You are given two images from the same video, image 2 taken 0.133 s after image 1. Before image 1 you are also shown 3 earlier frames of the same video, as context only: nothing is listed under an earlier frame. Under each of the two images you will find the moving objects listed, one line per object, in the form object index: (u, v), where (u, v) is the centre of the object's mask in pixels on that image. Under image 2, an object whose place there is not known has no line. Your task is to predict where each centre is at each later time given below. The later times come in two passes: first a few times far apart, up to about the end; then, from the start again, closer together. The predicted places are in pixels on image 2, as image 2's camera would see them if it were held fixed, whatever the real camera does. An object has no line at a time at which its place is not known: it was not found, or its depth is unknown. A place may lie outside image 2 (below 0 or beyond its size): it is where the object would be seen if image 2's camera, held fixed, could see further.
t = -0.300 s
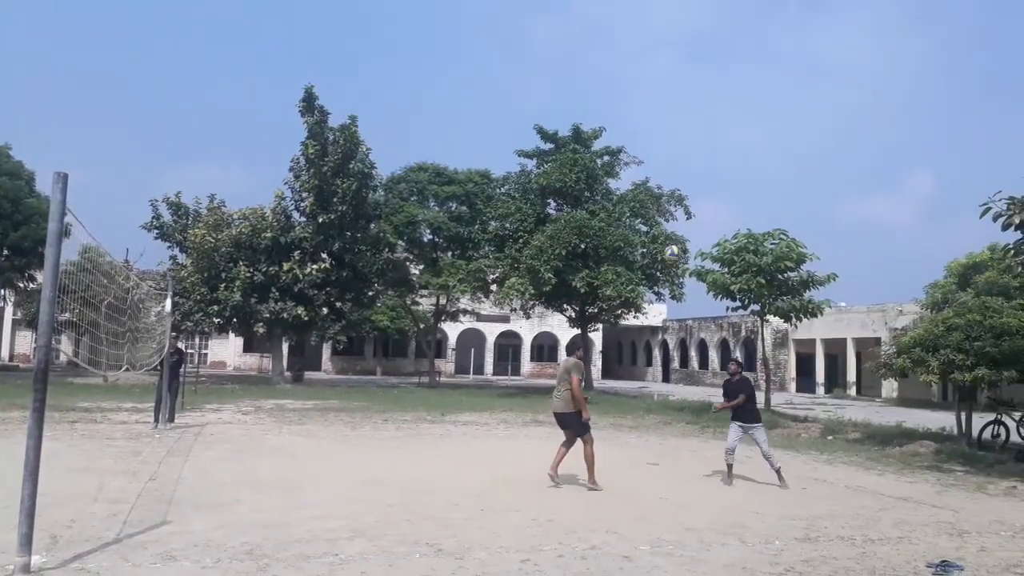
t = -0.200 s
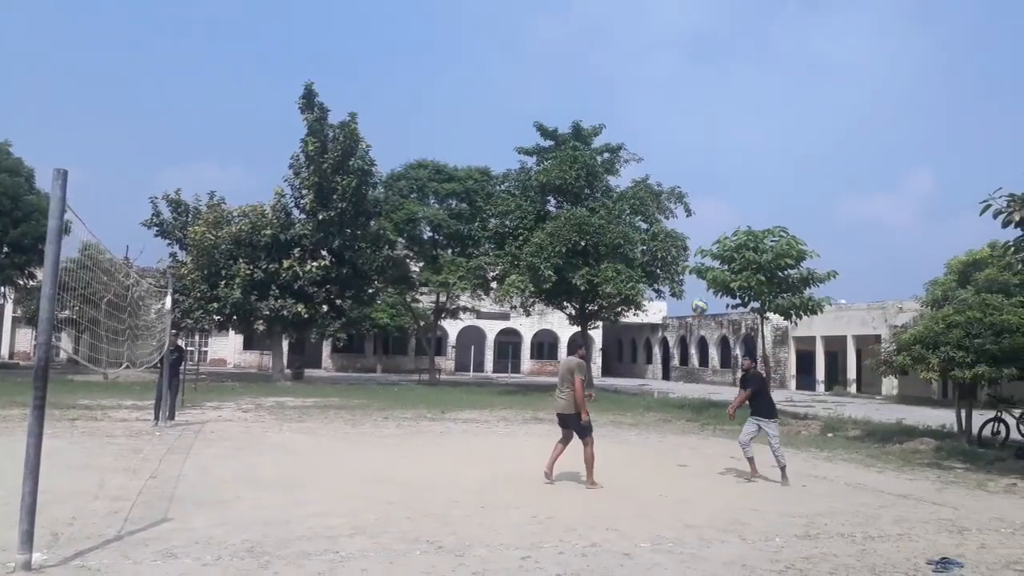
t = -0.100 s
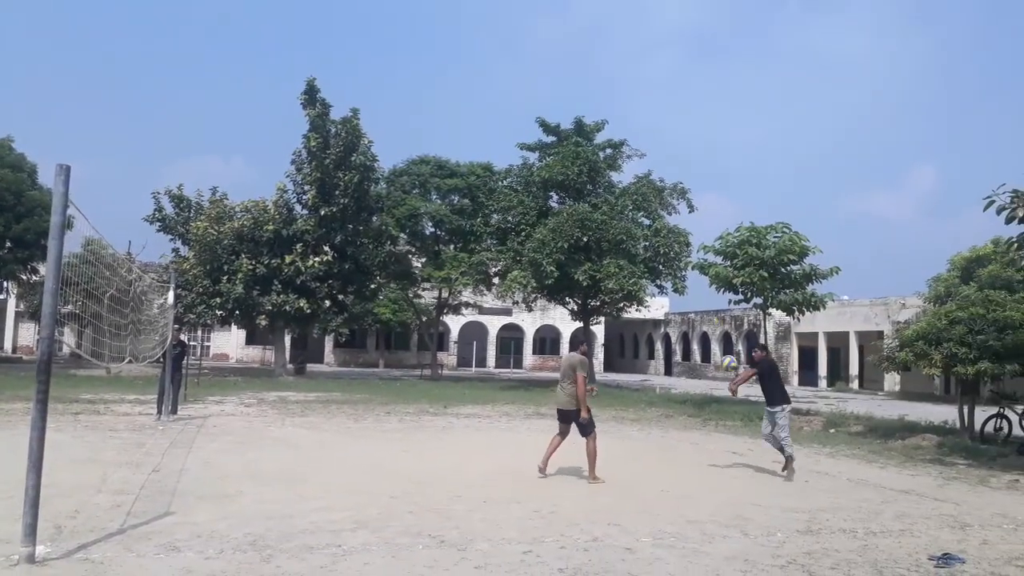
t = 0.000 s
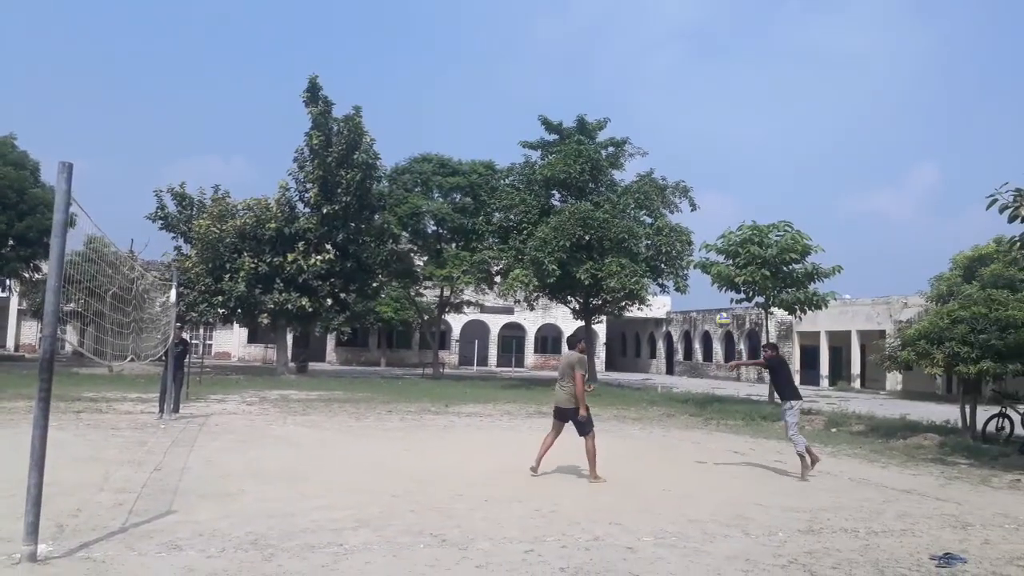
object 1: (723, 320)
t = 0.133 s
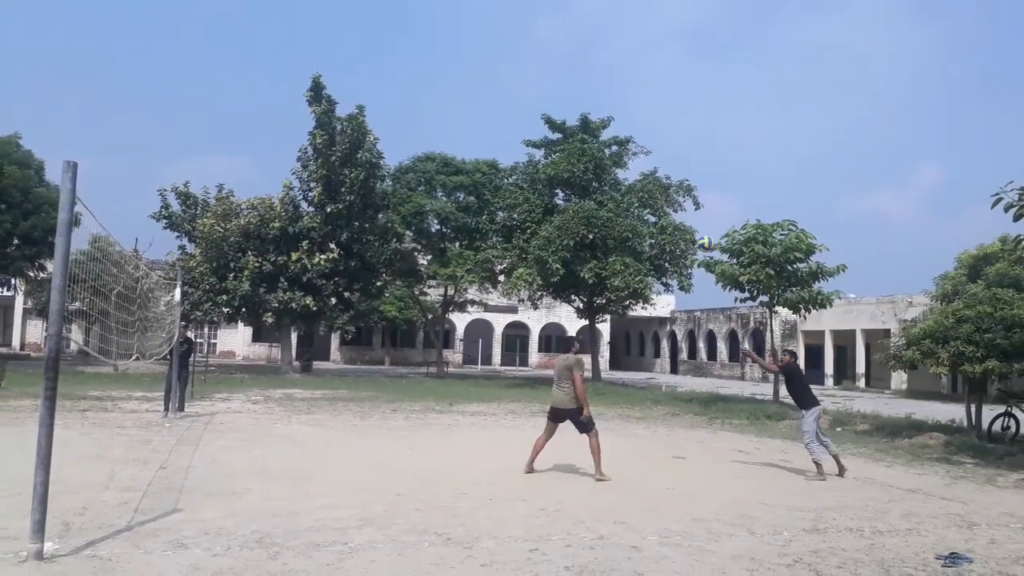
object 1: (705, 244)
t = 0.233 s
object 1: (689, 194)
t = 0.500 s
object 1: (639, 93)
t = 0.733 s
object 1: (589, 45)
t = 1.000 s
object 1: (519, 47)
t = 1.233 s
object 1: (455, 108)
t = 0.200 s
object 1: (695, 210)
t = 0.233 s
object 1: (689, 194)
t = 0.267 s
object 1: (683, 179)
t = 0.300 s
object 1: (677, 165)
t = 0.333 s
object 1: (671, 151)
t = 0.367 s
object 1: (664, 138)
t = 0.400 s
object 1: (658, 125)
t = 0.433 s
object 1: (652, 113)
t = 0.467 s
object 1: (645, 103)
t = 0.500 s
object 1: (639, 93)
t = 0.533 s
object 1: (632, 83)
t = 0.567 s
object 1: (625, 75)
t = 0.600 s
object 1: (618, 67)
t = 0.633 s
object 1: (611, 60)
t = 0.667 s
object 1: (604, 54)
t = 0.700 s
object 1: (596, 49)
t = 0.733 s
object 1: (589, 45)
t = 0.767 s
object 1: (581, 42)
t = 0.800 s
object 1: (573, 40)
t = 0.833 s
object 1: (565, 38)
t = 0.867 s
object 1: (557, 38)
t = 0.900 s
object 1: (548, 39)
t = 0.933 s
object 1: (538, 40)
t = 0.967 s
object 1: (529, 44)
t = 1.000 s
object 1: (519, 47)
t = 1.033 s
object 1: (509, 51)
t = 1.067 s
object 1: (501, 57)
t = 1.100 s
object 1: (492, 66)
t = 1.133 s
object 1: (483, 75)
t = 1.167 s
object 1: (474, 85)
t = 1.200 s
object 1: (465, 96)
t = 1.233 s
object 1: (455, 108)
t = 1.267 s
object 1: (446, 122)
